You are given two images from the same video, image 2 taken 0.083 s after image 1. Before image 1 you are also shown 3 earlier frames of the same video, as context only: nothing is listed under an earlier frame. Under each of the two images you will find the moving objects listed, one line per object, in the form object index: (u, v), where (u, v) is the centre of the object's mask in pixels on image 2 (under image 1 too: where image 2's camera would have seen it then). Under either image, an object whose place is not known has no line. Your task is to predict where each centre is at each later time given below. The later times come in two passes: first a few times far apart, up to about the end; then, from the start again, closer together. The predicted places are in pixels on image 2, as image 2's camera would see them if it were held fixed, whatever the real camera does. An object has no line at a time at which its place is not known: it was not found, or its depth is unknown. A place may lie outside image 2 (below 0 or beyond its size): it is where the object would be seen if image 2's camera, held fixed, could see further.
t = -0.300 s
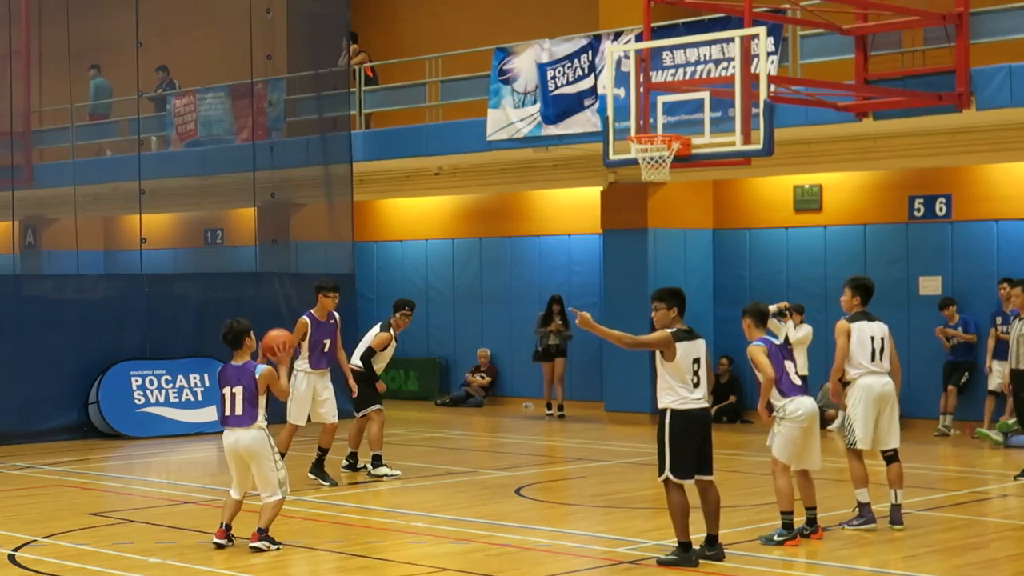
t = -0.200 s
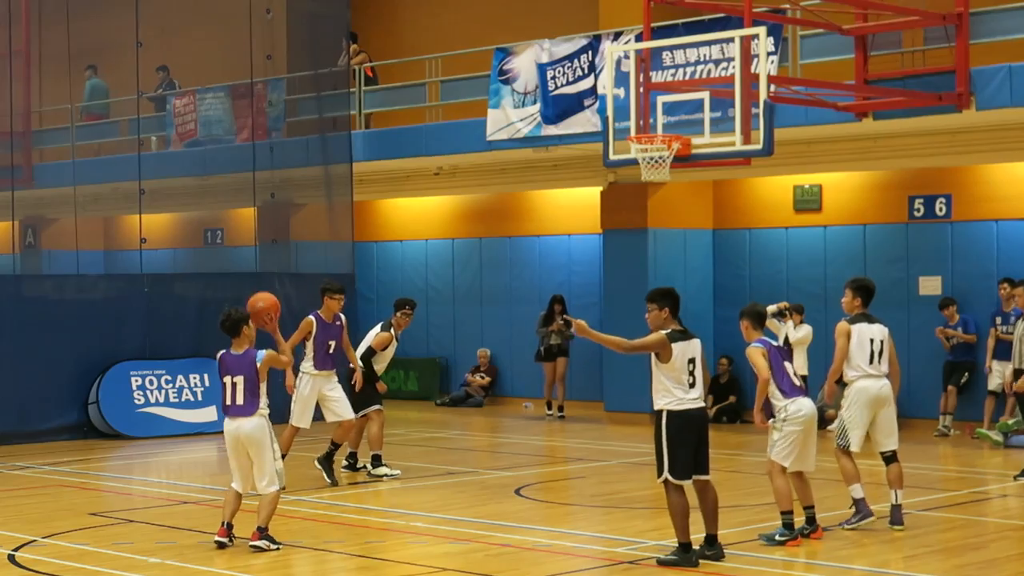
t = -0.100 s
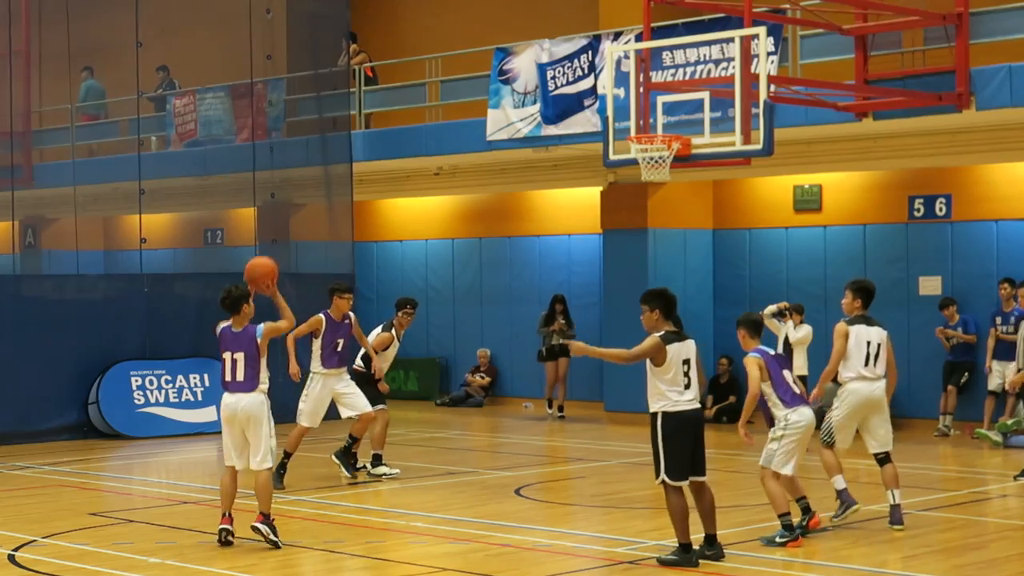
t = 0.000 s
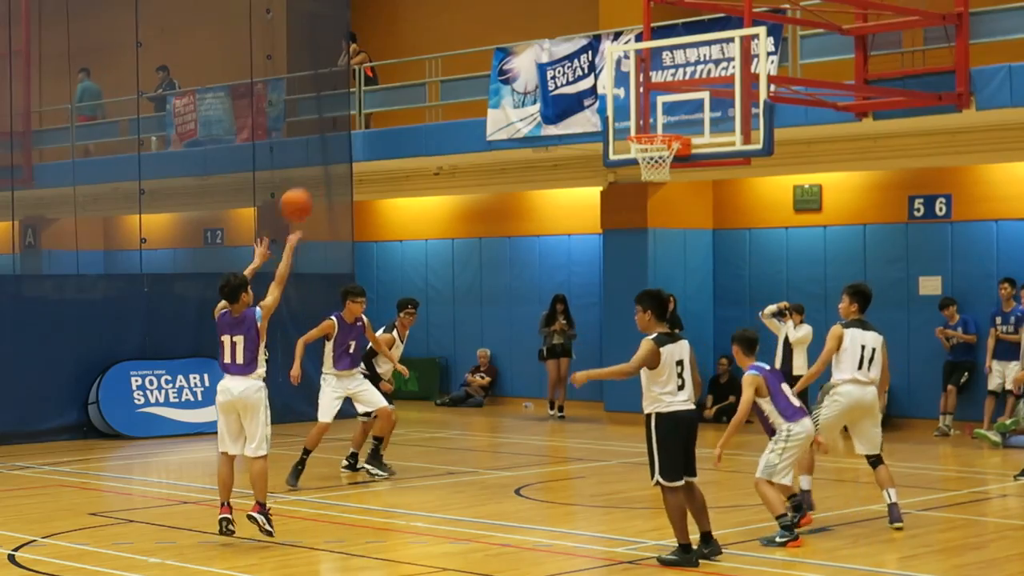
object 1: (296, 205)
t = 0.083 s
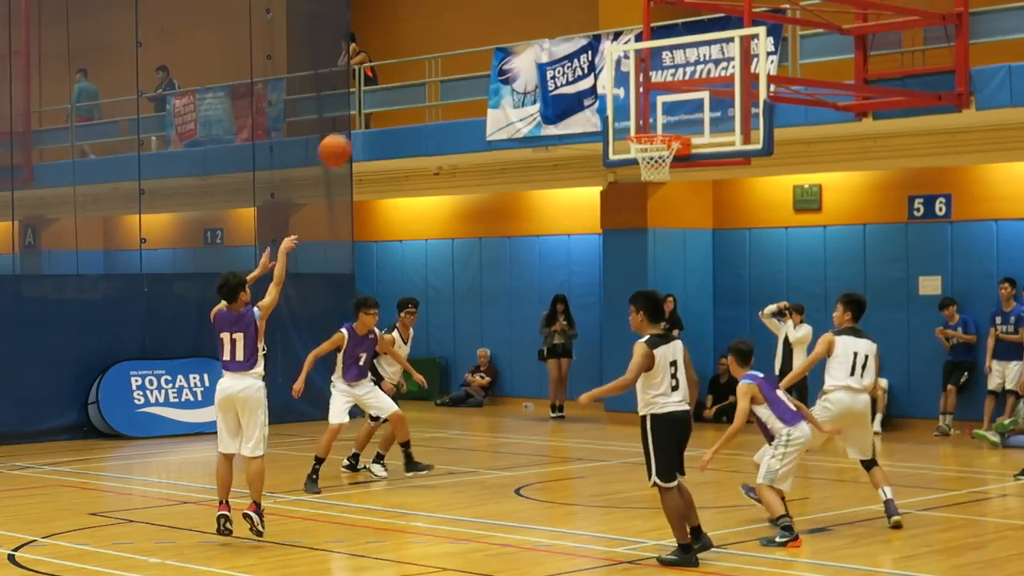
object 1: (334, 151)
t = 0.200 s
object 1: (387, 92)
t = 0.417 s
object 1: (477, 36)
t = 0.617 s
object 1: (551, 39)
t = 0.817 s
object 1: (619, 87)
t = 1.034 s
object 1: (669, 93)
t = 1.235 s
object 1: (700, 55)
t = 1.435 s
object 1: (734, 63)
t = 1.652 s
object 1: (772, 128)
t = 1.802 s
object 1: (801, 210)
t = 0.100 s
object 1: (342, 141)
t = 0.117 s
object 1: (349, 132)
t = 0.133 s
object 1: (358, 123)
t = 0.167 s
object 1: (373, 106)
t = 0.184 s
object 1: (380, 99)
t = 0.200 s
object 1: (387, 92)
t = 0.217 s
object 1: (394, 86)
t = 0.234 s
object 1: (402, 80)
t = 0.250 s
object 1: (408, 74)
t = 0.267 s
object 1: (415, 69)
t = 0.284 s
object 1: (422, 64)
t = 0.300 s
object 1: (430, 59)
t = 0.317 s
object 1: (437, 55)
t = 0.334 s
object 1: (443, 51)
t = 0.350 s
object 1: (450, 47)
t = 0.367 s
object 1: (457, 44)
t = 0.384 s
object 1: (463, 41)
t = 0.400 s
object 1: (470, 39)
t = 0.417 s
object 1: (477, 36)
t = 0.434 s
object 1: (483, 35)
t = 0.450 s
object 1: (490, 34)
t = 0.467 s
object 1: (496, 33)
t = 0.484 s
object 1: (502, 33)
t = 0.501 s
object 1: (509, 33)
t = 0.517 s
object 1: (515, 33)
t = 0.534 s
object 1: (521, 33)
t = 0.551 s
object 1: (527, 33)
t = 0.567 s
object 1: (533, 34)
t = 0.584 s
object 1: (539, 35)
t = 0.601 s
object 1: (545, 37)
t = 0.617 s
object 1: (551, 39)
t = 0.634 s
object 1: (557, 42)
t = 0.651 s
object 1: (563, 45)
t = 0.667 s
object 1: (569, 47)
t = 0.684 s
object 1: (575, 51)
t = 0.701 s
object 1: (581, 54)
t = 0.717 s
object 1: (586, 58)
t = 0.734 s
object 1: (591, 62)
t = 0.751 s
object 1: (597, 66)
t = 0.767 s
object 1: (602, 71)
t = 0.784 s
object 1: (608, 76)
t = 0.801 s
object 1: (614, 82)
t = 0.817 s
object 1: (619, 87)
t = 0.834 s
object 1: (625, 92)
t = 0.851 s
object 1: (630, 98)
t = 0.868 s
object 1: (635, 104)
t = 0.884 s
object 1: (640, 110)
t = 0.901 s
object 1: (646, 118)
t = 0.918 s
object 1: (651, 123)
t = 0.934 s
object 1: (654, 125)
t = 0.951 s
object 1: (657, 121)
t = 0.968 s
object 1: (659, 115)
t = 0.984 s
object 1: (662, 109)
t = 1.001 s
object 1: (665, 103)
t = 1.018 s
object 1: (667, 98)
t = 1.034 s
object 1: (669, 93)
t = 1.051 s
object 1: (671, 89)
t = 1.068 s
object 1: (674, 84)
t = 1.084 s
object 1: (677, 80)
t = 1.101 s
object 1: (678, 77)
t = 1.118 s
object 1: (682, 73)
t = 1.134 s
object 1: (685, 70)
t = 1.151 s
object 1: (687, 66)
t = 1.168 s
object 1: (690, 64)
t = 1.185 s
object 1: (692, 61)
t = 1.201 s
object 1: (695, 59)
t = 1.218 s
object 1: (697, 57)
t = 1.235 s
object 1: (700, 55)
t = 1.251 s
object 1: (703, 54)
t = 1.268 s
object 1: (705, 53)
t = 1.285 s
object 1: (709, 53)
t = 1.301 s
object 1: (711, 52)
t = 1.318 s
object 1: (713, 53)
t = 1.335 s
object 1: (717, 53)
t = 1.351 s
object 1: (719, 54)
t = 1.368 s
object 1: (722, 54)
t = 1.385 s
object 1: (725, 56)
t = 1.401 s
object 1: (728, 58)
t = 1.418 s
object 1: (731, 60)
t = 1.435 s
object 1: (734, 63)
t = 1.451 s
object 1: (736, 65)
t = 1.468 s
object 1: (739, 69)
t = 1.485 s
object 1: (742, 72)
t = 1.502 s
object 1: (744, 75)
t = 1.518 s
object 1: (747, 80)
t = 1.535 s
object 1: (751, 84)
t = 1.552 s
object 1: (755, 89)
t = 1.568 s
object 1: (757, 94)
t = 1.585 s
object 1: (759, 101)
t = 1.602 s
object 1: (762, 107)
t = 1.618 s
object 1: (765, 113)
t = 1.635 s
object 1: (769, 121)
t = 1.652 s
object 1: (772, 128)
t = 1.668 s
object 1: (775, 135)
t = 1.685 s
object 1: (779, 143)
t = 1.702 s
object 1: (781, 151)
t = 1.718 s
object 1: (784, 160)
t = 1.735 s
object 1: (787, 169)
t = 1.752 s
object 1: (791, 178)
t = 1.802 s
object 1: (801, 210)
